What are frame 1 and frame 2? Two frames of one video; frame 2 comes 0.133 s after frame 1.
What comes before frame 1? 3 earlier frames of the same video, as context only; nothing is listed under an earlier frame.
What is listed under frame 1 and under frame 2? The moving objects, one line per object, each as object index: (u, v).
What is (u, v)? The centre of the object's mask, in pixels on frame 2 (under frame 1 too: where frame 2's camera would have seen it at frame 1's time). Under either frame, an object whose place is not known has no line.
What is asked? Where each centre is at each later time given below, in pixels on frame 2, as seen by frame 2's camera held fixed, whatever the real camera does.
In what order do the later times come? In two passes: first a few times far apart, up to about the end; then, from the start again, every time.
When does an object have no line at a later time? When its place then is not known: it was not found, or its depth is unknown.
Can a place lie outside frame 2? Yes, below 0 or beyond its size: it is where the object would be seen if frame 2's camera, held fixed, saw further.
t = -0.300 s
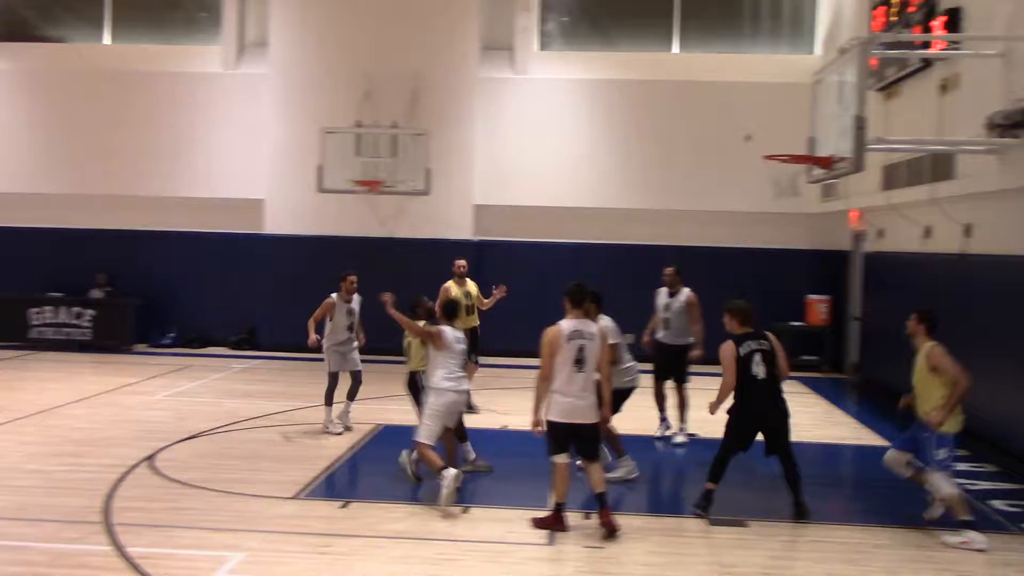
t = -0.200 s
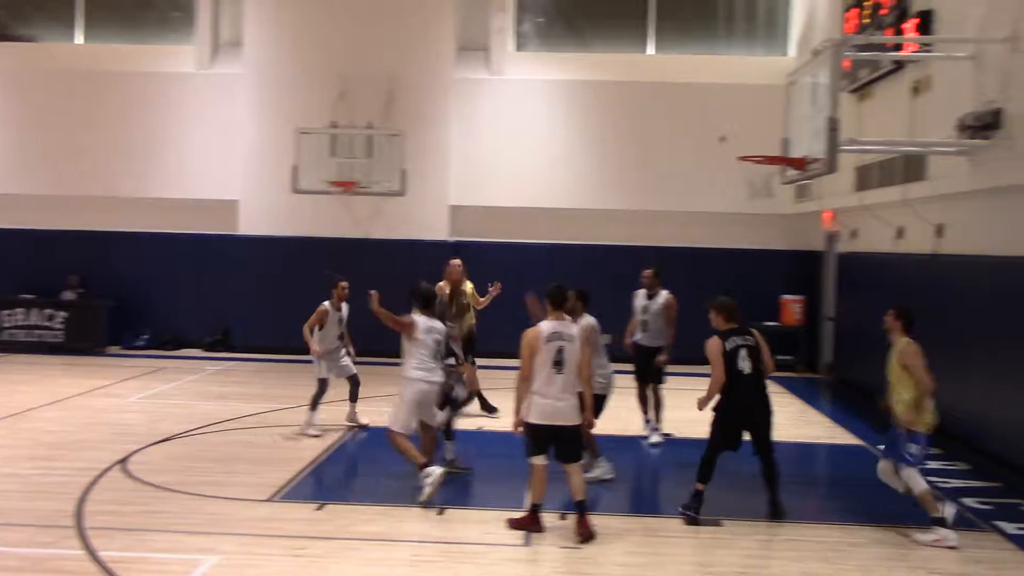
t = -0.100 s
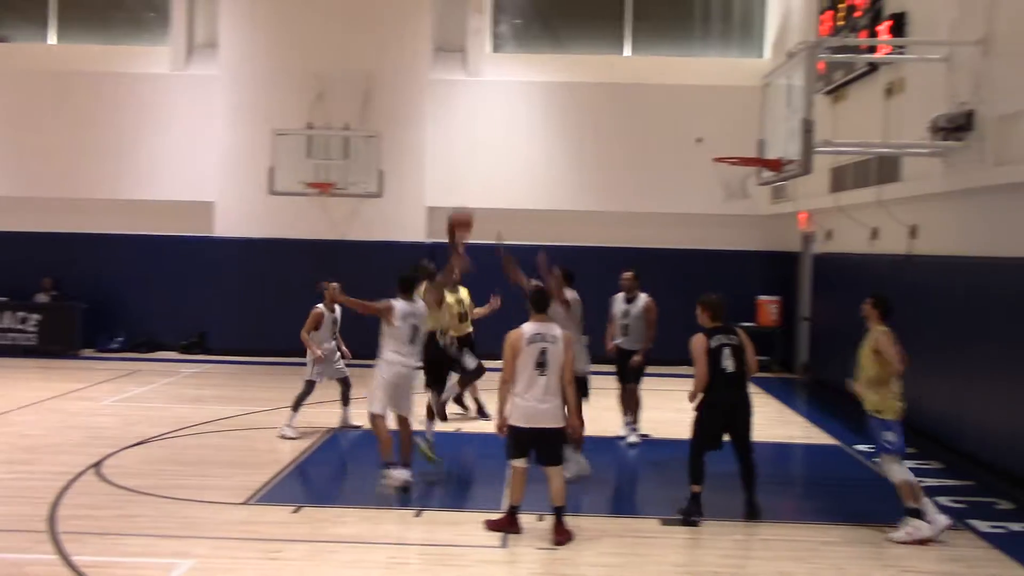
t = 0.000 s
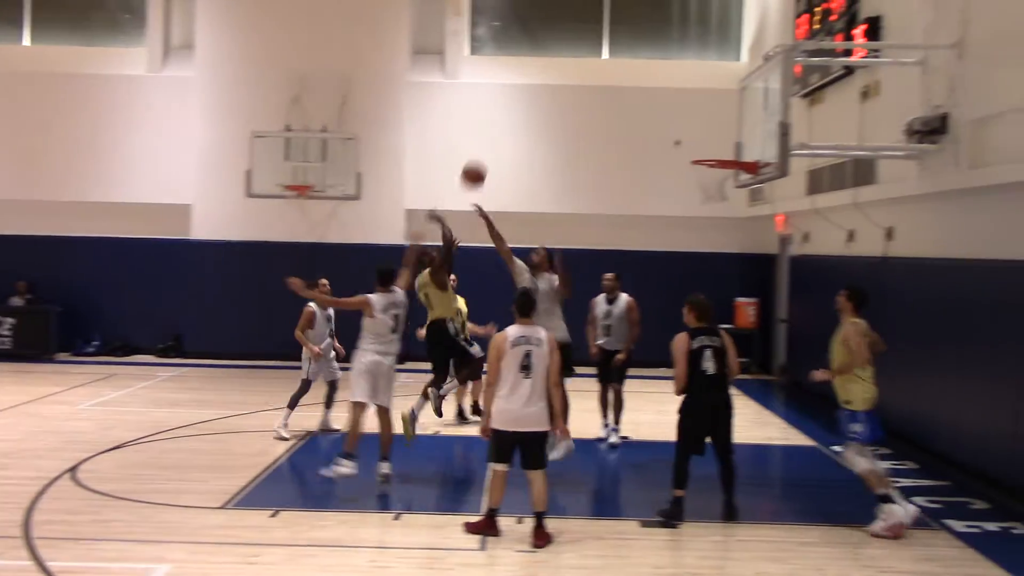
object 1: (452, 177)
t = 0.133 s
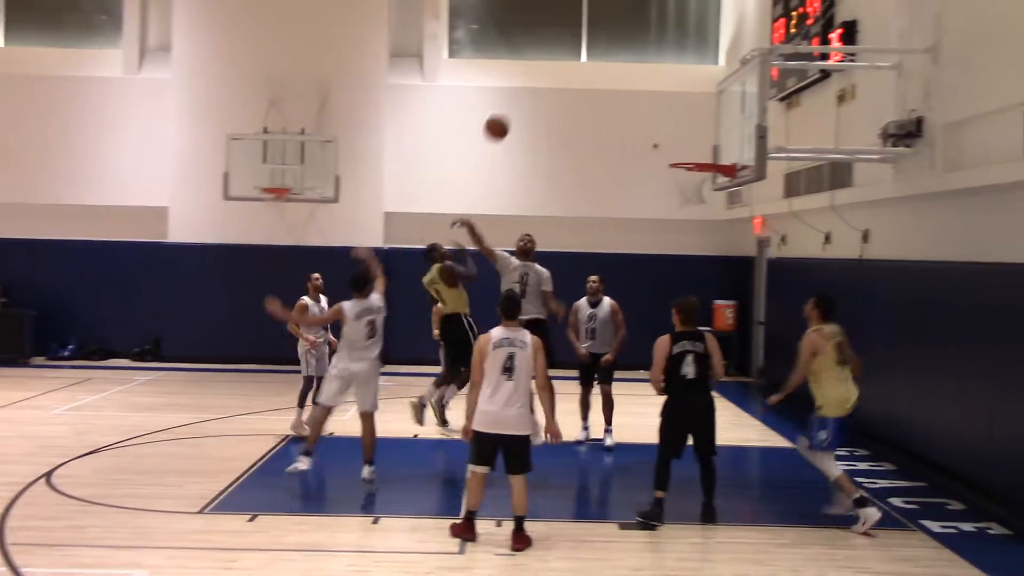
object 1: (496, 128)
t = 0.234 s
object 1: (528, 103)
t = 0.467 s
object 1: (598, 86)
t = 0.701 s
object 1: (666, 123)
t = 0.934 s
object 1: (706, 130)
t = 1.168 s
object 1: (720, 120)
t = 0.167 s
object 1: (507, 118)
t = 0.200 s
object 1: (518, 110)
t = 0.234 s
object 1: (528, 103)
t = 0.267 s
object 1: (539, 96)
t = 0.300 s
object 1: (549, 92)
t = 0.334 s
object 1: (558, 89)
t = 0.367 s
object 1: (569, 86)
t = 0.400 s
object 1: (579, 85)
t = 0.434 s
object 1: (588, 85)
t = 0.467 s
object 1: (598, 86)
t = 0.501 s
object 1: (608, 88)
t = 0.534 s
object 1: (618, 91)
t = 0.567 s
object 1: (628, 95)
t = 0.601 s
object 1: (638, 100)
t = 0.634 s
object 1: (647, 107)
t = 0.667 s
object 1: (656, 115)
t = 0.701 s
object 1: (666, 123)
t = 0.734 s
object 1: (674, 133)
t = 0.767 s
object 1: (684, 143)
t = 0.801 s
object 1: (696, 153)
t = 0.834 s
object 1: (700, 150)
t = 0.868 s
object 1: (702, 143)
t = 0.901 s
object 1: (704, 136)
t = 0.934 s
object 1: (706, 130)
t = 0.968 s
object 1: (709, 126)
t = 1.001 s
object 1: (711, 122)
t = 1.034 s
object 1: (713, 119)
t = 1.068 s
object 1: (715, 118)
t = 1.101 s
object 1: (716, 118)
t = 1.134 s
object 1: (718, 118)
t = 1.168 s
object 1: (720, 120)
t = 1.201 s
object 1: (722, 123)
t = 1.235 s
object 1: (724, 128)
